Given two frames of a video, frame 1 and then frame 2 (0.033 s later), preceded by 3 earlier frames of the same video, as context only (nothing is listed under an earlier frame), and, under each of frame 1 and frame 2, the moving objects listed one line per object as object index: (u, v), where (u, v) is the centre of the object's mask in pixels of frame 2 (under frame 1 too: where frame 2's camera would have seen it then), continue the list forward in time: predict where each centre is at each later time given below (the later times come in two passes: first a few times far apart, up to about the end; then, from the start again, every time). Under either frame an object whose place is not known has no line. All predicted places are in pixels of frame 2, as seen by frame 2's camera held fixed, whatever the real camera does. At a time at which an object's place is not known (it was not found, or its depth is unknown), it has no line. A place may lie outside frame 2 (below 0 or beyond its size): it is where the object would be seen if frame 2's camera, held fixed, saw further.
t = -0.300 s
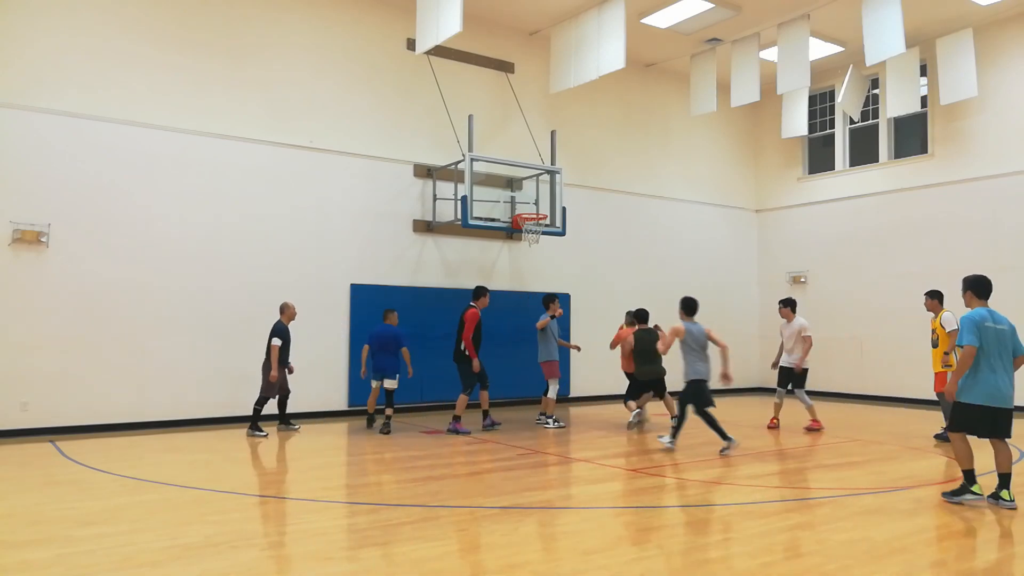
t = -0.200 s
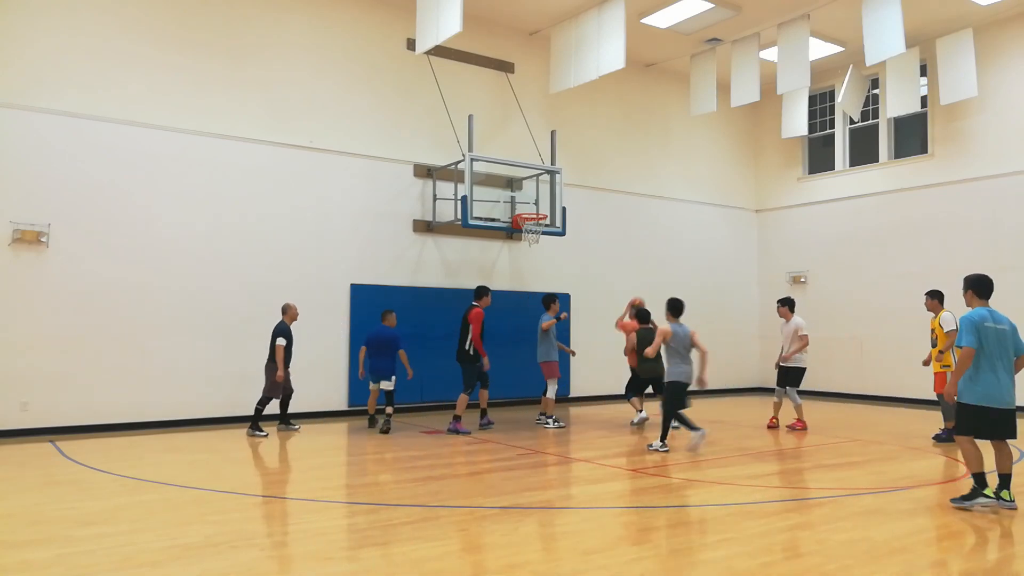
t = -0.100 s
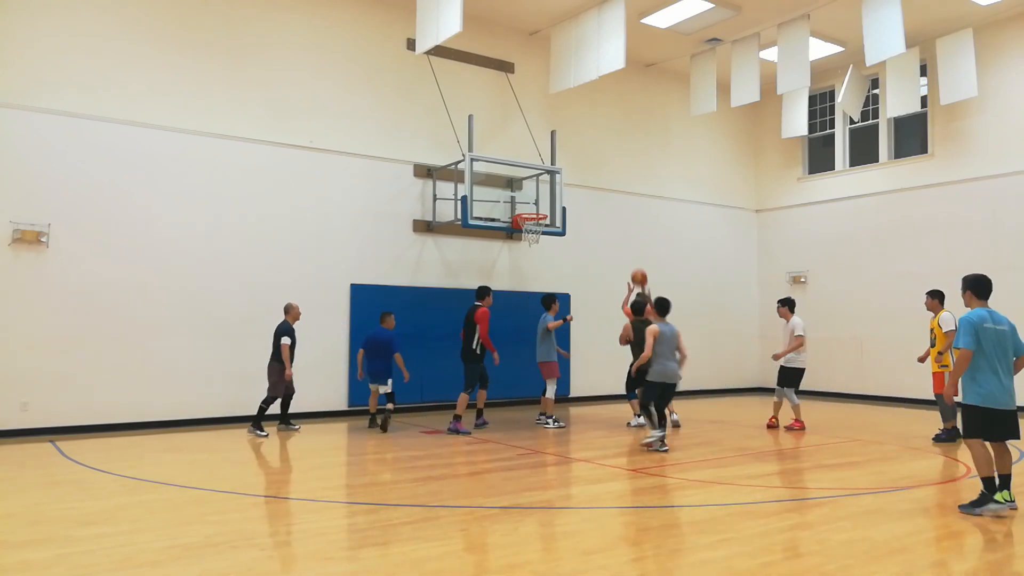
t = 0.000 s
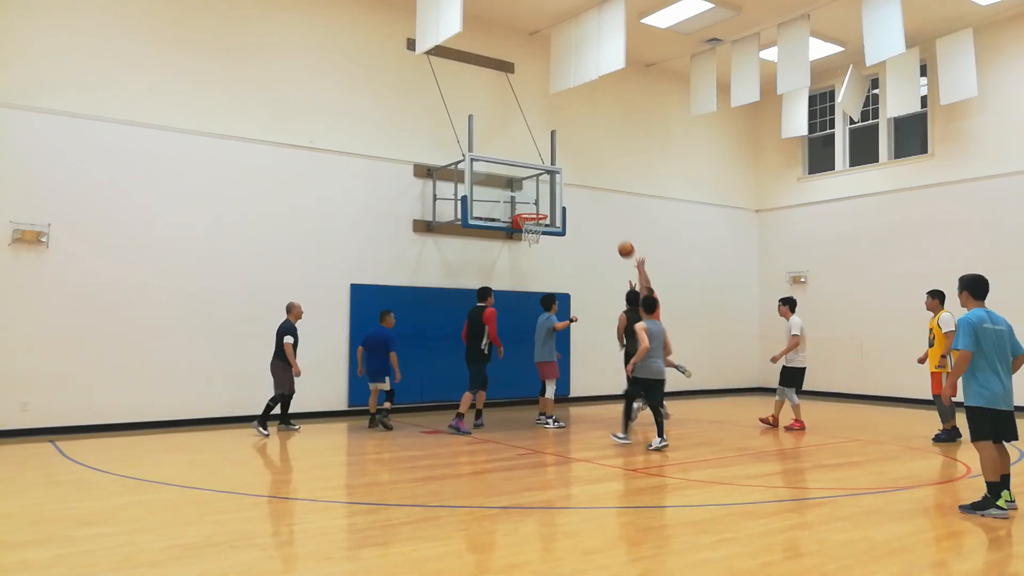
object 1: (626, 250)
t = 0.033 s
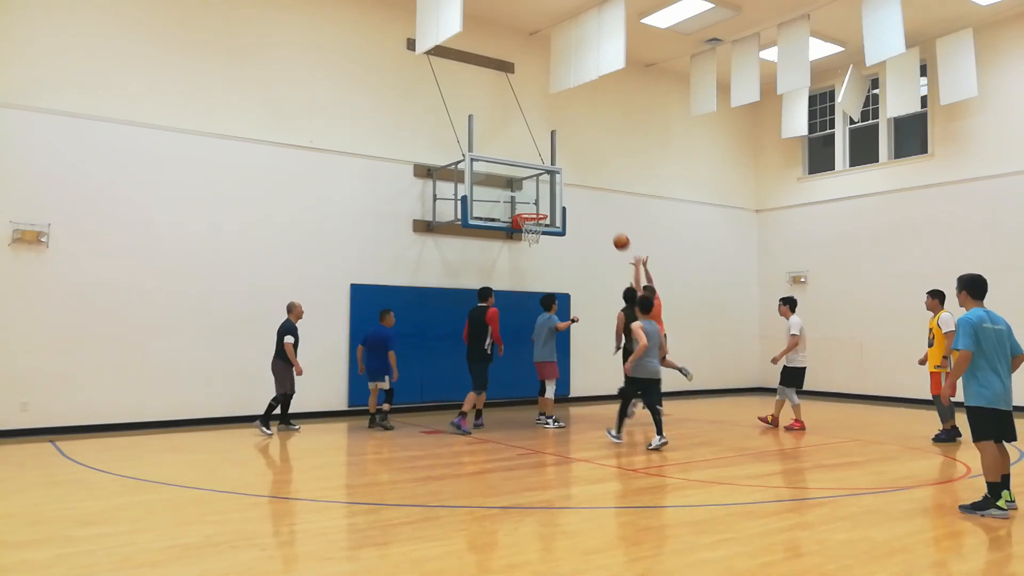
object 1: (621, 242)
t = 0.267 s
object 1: (588, 209)
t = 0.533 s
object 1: (553, 213)
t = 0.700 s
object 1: (566, 221)
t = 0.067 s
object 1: (616, 235)
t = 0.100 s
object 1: (612, 229)
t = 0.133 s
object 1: (607, 223)
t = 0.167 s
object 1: (602, 219)
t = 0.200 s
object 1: (598, 215)
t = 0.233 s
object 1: (593, 211)
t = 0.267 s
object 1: (588, 209)
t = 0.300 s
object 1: (584, 207)
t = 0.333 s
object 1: (579, 205)
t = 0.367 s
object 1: (575, 205)
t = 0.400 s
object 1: (571, 205)
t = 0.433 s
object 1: (566, 206)
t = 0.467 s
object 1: (562, 208)
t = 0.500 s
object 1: (557, 210)
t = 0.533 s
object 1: (553, 213)
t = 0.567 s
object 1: (554, 214)
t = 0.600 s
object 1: (557, 215)
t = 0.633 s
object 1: (560, 216)
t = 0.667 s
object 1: (563, 218)
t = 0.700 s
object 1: (566, 221)
